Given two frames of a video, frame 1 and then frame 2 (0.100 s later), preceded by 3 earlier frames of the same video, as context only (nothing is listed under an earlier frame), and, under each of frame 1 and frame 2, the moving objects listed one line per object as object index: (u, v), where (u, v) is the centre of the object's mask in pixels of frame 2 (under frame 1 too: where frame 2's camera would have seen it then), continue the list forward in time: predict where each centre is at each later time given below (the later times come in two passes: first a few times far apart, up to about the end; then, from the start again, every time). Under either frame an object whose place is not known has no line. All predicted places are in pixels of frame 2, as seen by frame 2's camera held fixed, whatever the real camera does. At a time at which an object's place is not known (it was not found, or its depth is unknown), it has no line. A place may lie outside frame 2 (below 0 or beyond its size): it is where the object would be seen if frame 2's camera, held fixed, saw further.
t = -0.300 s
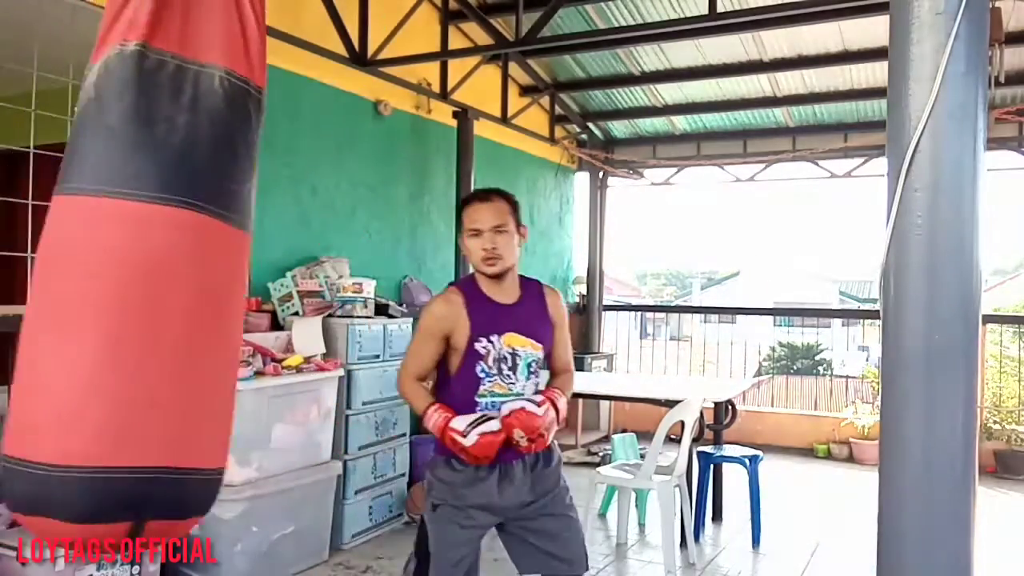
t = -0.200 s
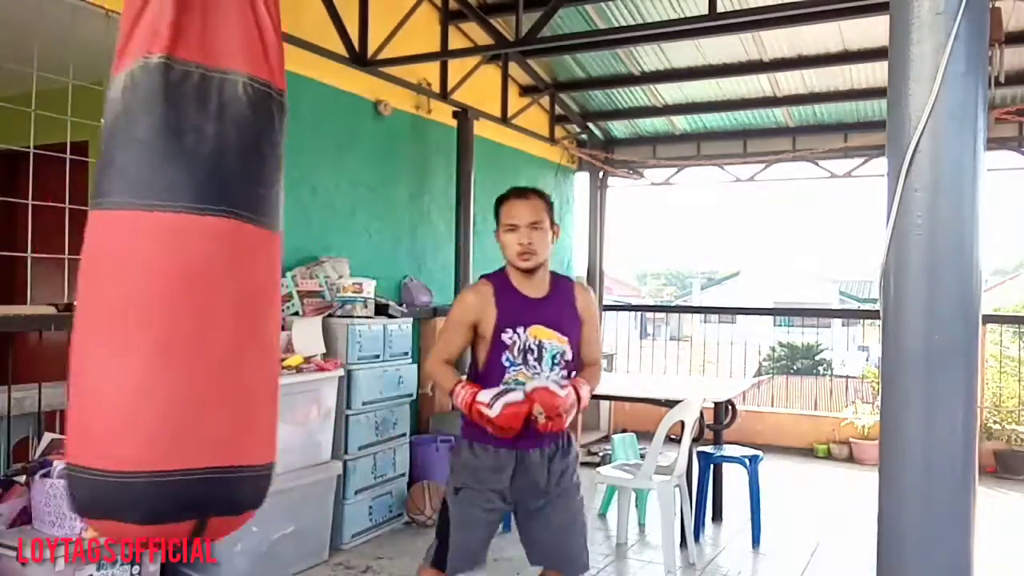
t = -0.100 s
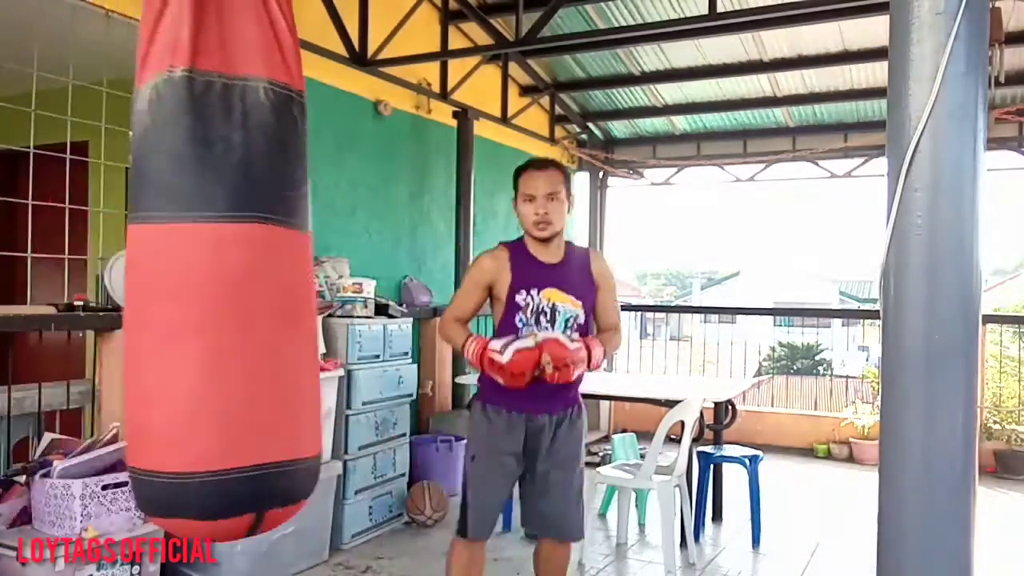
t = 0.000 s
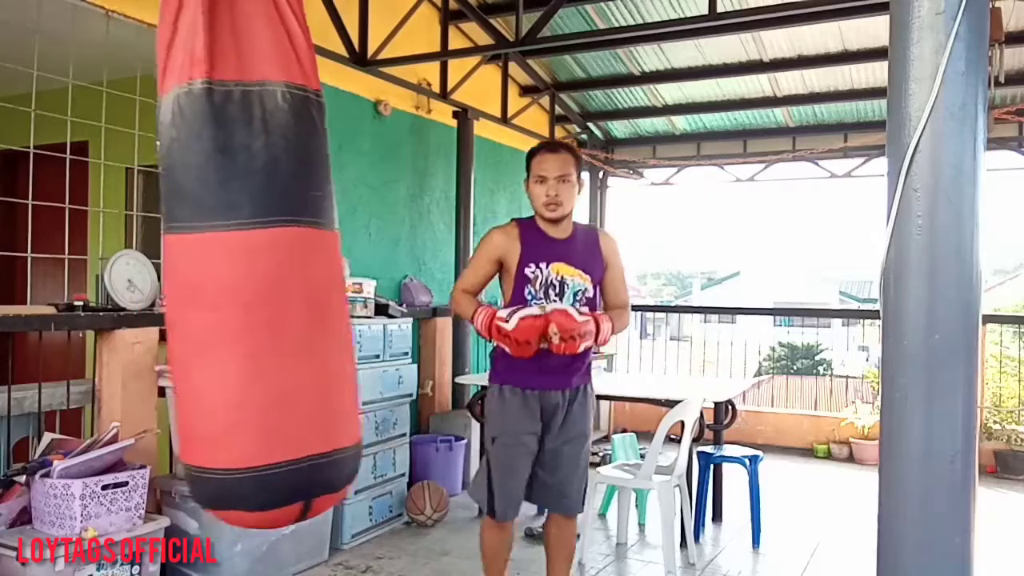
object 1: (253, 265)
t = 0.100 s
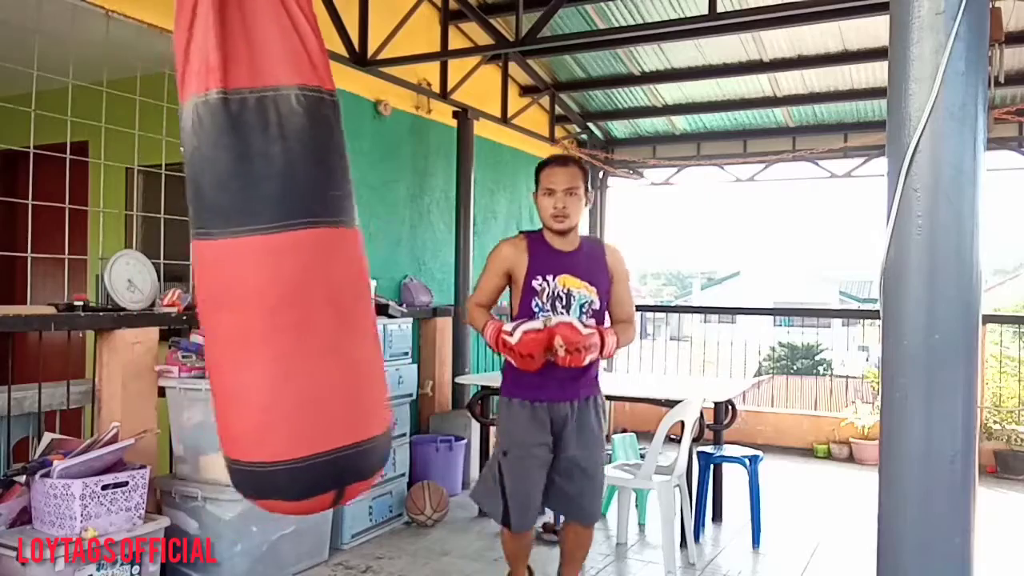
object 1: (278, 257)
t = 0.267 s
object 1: (302, 248)
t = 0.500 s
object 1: (295, 249)
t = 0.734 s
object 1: (245, 259)
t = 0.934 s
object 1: (181, 266)
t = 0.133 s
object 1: (285, 255)
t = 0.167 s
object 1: (291, 252)
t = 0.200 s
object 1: (295, 251)
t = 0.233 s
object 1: (299, 249)
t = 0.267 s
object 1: (302, 248)
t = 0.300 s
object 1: (304, 247)
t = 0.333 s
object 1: (304, 246)
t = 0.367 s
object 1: (304, 246)
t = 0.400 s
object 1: (303, 246)
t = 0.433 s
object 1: (301, 247)
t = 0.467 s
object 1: (298, 248)
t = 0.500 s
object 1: (295, 249)
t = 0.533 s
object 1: (290, 250)
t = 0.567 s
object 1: (284, 251)
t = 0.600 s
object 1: (278, 253)
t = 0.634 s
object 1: (270, 255)
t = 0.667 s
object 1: (263, 256)
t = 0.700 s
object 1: (254, 257)
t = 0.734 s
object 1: (245, 259)
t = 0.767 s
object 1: (235, 260)
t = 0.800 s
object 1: (225, 261)
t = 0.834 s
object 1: (214, 263)
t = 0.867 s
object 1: (203, 264)
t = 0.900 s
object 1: (192, 265)
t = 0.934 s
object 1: (181, 266)
